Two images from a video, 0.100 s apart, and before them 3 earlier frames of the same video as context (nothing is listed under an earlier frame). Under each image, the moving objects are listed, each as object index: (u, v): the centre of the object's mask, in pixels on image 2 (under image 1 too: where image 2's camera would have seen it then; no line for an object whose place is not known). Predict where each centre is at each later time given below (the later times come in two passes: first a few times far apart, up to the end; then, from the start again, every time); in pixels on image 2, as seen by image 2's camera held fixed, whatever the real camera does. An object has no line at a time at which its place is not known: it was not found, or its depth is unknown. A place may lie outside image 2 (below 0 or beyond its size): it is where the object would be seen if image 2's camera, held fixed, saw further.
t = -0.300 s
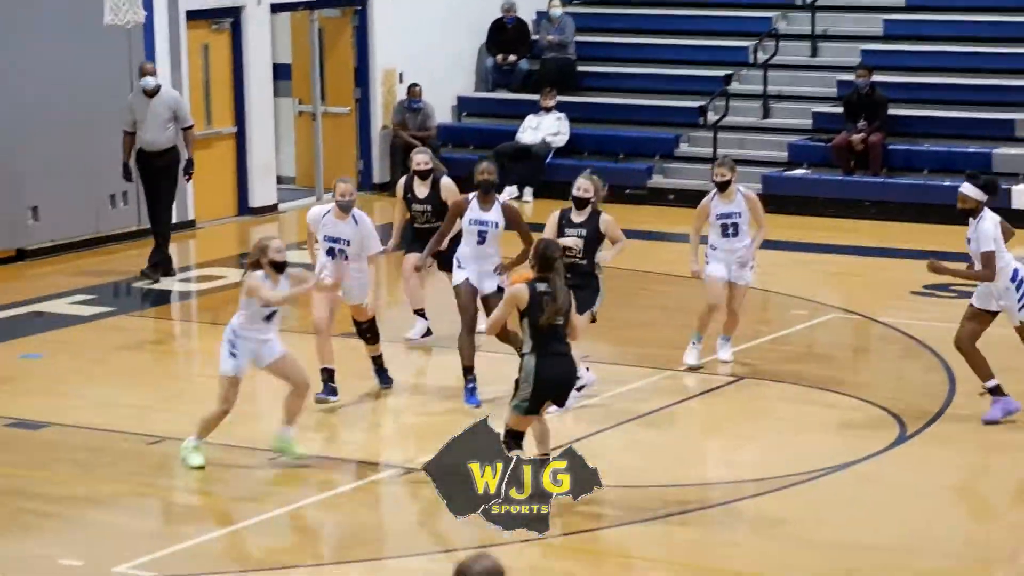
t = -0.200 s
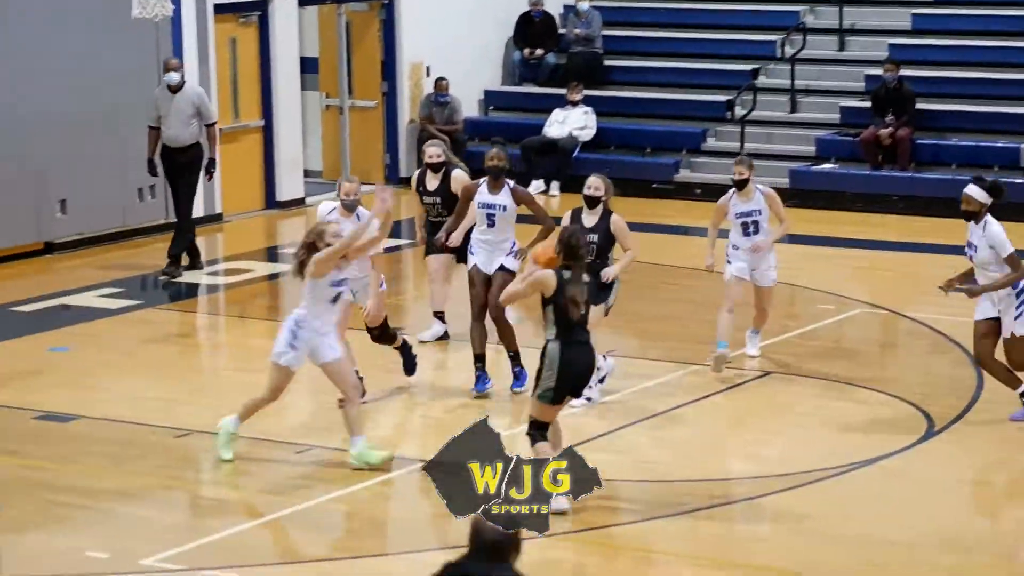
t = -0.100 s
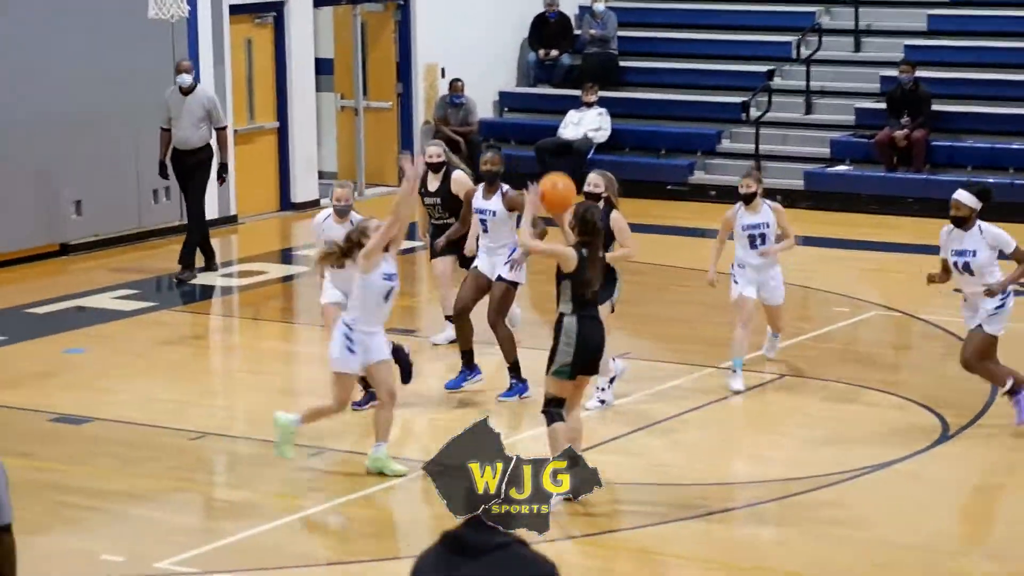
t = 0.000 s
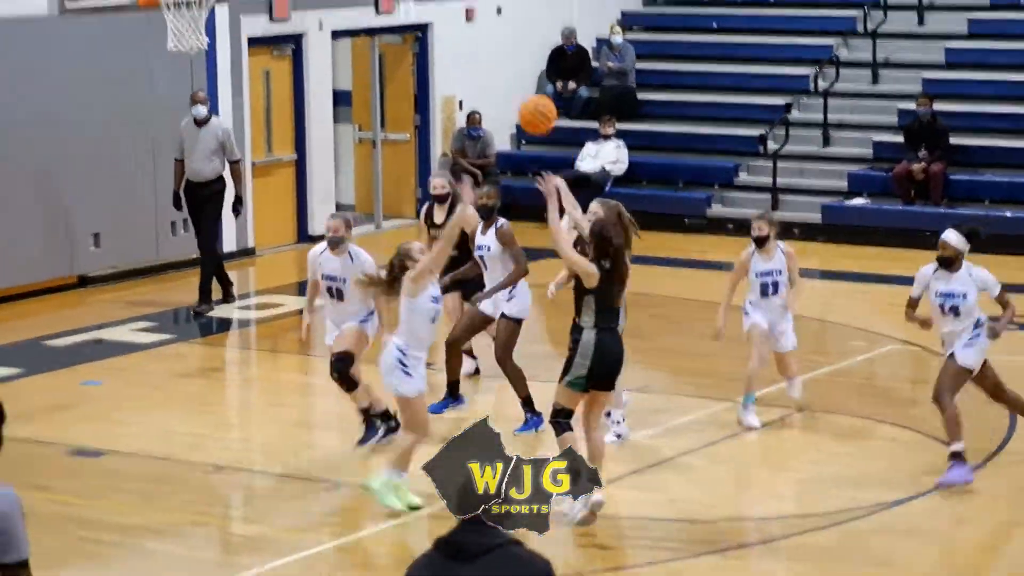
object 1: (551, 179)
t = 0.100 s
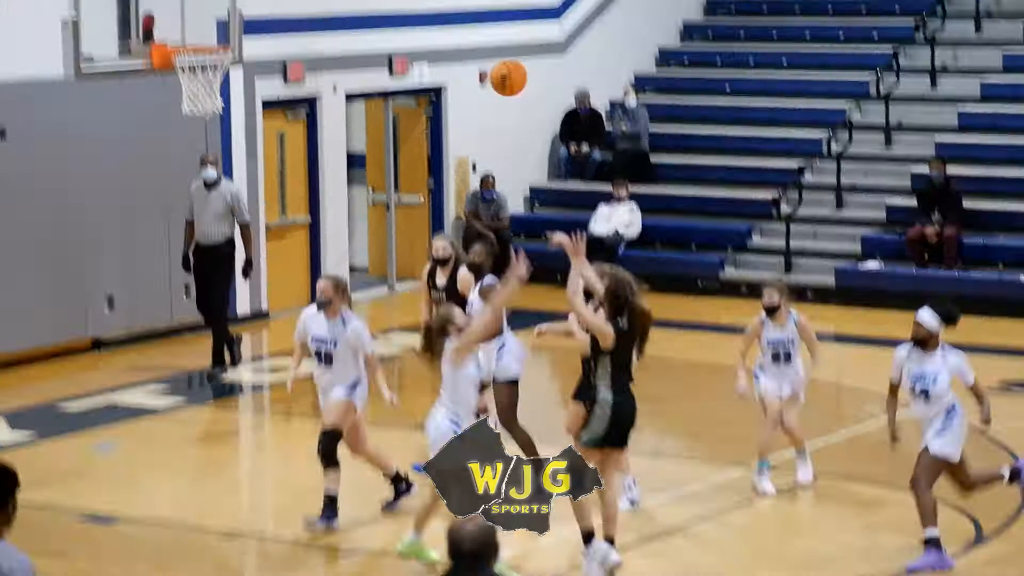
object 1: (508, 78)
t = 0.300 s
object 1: (428, -69)
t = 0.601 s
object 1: (330, -146)
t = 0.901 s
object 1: (241, -90)
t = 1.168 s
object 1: (194, 24)
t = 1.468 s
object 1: (312, -2)
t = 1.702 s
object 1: (401, 63)
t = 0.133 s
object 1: (494, 47)
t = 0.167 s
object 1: (480, 19)
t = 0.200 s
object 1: (468, -5)
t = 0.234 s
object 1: (456, -30)
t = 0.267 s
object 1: (442, -52)
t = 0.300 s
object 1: (428, -69)
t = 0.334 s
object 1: (418, -83)
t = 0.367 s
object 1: (406, -97)
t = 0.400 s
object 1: (395, -109)
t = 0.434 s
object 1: (384, -119)
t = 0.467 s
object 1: (372, -128)
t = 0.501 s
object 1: (362, -136)
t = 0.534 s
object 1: (351, -140)
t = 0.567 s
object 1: (340, -144)
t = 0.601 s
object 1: (330, -146)
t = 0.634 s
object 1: (319, -146)
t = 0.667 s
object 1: (309, -145)
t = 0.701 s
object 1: (299, -141)
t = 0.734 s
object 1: (289, -137)
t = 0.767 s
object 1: (279, -131)
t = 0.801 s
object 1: (269, -123)
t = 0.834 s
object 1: (260, -113)
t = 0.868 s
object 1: (250, -103)
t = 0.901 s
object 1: (241, -90)
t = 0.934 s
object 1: (232, -77)
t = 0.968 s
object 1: (223, -63)
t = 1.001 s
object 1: (214, -45)
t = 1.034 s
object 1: (205, -30)
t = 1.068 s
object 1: (198, -11)
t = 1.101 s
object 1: (190, 9)
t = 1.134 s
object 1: (182, 30)
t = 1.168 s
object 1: (194, 24)
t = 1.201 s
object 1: (207, 15)
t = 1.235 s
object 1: (220, 7)
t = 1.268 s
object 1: (234, 2)
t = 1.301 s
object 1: (247, -2)
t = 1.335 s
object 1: (260, -6)
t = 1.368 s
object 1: (272, -7)
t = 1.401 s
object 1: (285, -7)
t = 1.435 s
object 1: (298, -5)
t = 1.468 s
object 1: (312, -2)
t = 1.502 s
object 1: (325, 3)
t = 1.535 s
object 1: (338, 10)
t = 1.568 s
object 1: (351, 17)
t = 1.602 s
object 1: (363, 26)
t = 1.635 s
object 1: (377, 36)
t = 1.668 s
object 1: (388, 48)
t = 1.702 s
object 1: (401, 63)
